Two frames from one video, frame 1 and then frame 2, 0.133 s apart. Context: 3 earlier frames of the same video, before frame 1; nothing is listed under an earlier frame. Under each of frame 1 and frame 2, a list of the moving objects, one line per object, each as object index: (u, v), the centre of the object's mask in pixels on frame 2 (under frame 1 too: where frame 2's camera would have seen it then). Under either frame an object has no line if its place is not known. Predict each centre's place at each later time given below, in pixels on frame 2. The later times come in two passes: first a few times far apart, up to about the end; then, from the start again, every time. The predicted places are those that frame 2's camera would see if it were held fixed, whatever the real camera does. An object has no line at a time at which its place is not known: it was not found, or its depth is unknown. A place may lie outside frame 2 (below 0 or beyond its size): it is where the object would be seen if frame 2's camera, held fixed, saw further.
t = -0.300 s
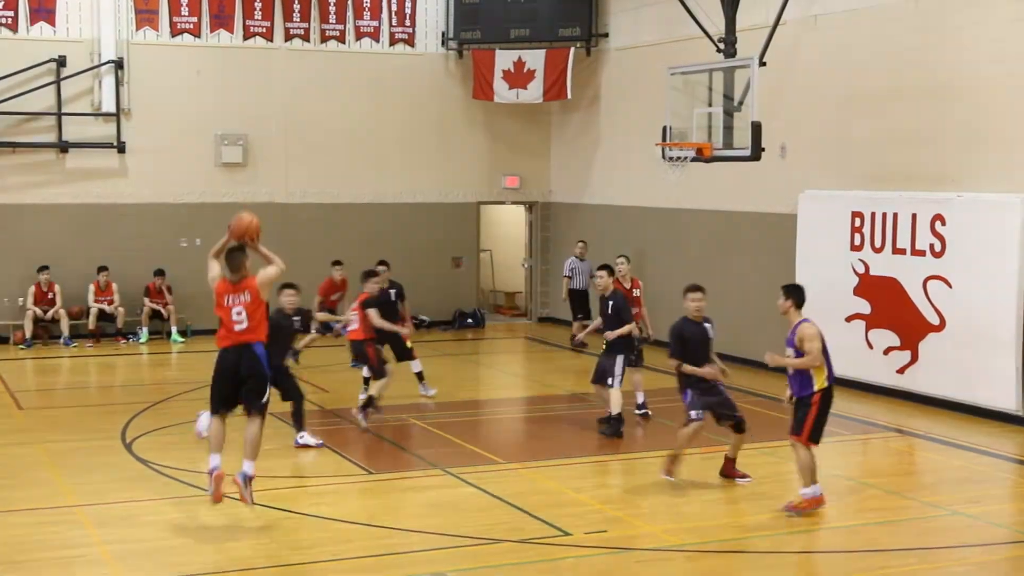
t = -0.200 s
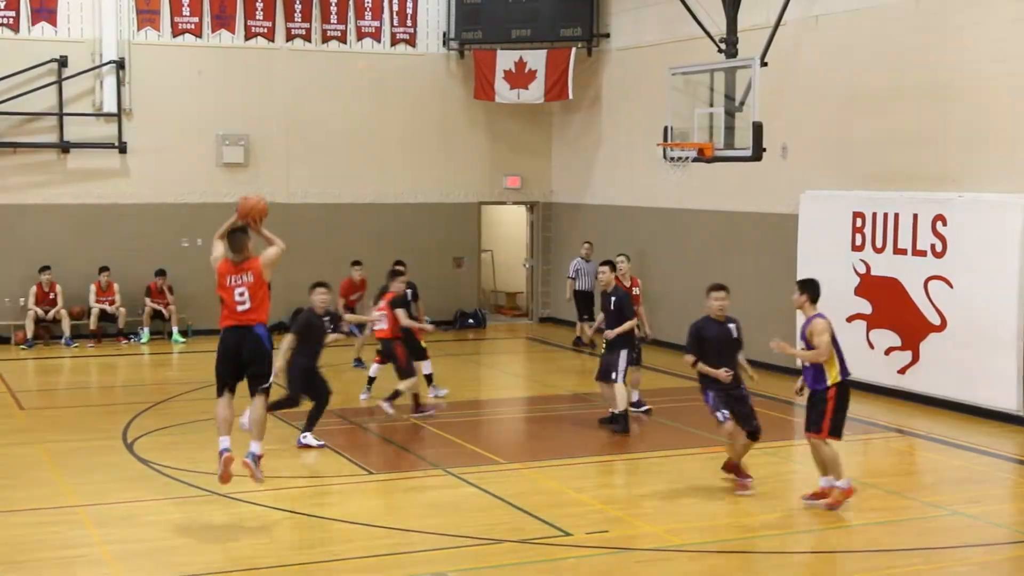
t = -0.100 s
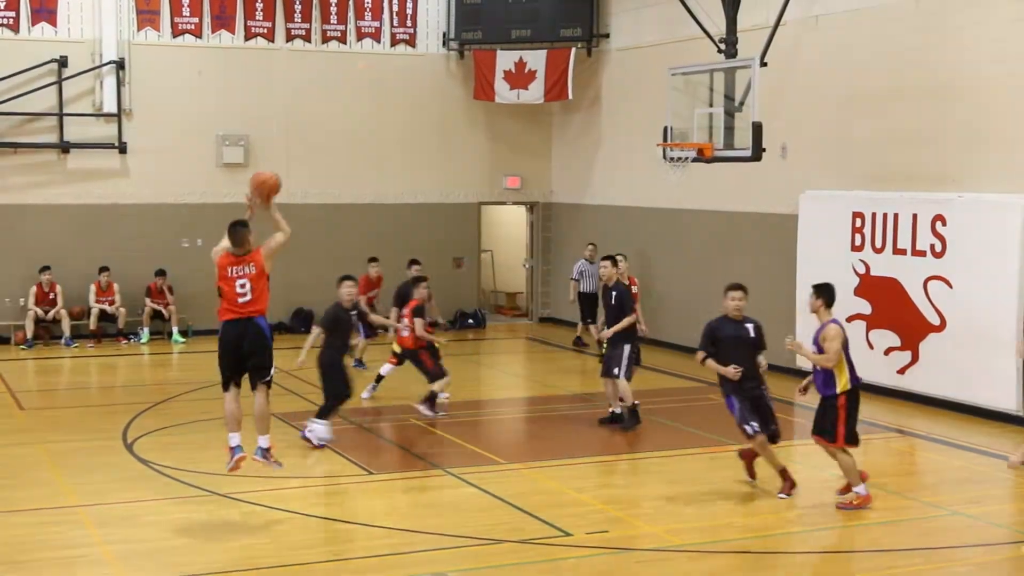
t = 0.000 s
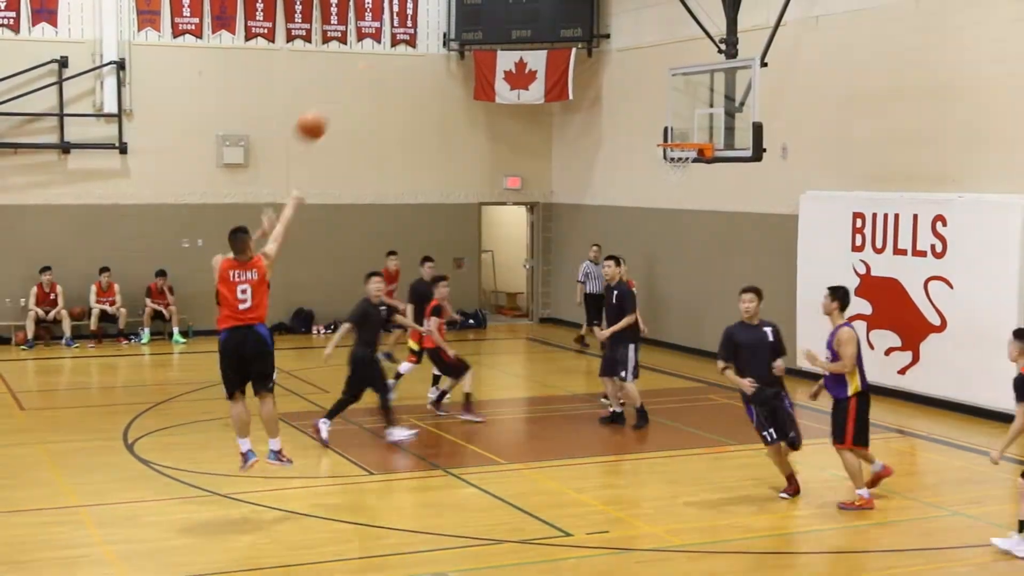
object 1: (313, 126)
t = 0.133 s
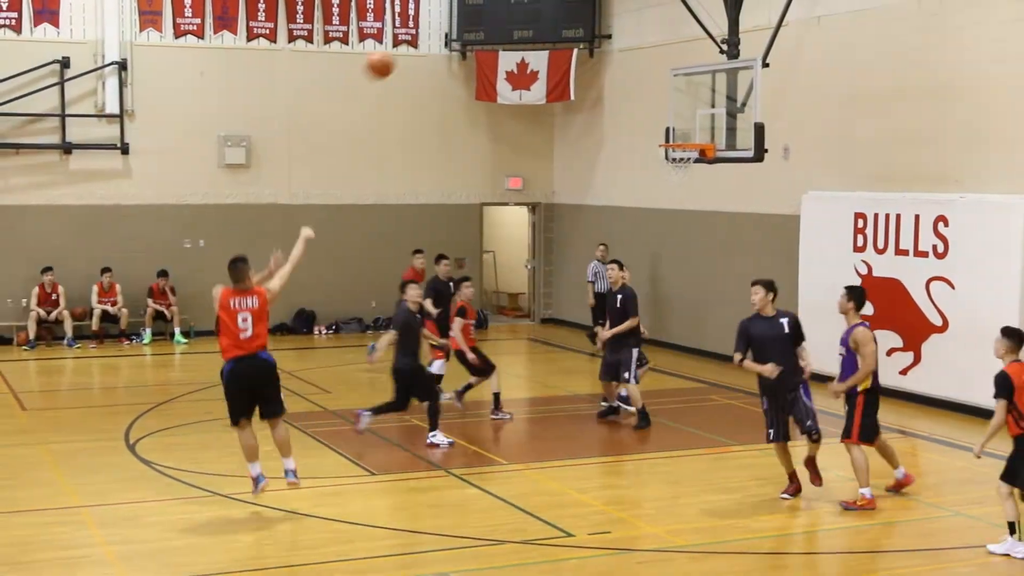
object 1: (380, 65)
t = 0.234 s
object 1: (425, 34)
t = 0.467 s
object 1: (520, 10)
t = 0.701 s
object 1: (600, 41)
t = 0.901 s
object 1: (660, 103)
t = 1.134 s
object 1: (695, 103)
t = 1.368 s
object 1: (716, 86)
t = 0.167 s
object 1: (396, 53)
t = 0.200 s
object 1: (411, 42)
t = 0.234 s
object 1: (425, 34)
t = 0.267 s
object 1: (440, 27)
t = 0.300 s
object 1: (456, 21)
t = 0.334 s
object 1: (469, 16)
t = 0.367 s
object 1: (481, 12)
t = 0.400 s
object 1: (494, 11)
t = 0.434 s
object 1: (507, 10)
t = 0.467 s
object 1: (520, 10)
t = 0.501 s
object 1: (532, 11)
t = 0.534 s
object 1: (544, 13)
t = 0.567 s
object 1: (556, 17)
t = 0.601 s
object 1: (568, 22)
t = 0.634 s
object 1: (579, 28)
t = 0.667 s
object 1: (589, 34)
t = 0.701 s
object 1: (600, 41)
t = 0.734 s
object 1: (611, 50)
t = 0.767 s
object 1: (621, 59)
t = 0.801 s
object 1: (631, 69)
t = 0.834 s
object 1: (641, 80)
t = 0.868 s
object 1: (650, 91)
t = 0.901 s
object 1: (660, 103)
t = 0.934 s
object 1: (669, 116)
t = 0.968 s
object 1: (678, 130)
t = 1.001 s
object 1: (682, 134)
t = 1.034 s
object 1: (686, 125)
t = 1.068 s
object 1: (689, 117)
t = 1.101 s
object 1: (692, 110)
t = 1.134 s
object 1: (695, 103)
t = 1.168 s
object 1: (698, 98)
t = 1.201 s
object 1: (701, 94)
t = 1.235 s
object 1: (704, 91)
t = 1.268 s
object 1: (707, 88)
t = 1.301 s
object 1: (710, 86)
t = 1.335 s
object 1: (713, 86)
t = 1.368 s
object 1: (716, 86)
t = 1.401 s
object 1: (720, 88)
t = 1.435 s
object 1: (723, 92)
